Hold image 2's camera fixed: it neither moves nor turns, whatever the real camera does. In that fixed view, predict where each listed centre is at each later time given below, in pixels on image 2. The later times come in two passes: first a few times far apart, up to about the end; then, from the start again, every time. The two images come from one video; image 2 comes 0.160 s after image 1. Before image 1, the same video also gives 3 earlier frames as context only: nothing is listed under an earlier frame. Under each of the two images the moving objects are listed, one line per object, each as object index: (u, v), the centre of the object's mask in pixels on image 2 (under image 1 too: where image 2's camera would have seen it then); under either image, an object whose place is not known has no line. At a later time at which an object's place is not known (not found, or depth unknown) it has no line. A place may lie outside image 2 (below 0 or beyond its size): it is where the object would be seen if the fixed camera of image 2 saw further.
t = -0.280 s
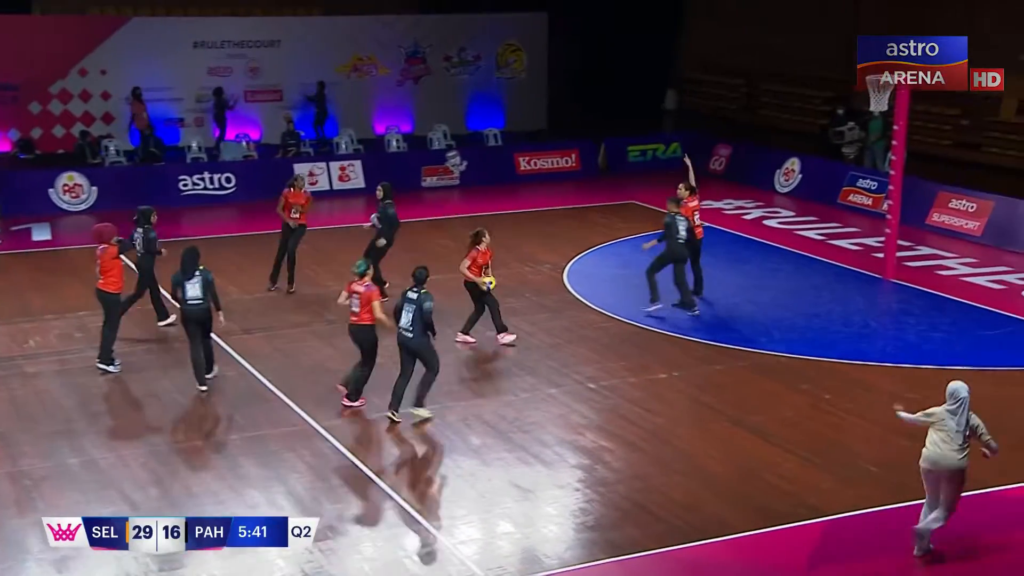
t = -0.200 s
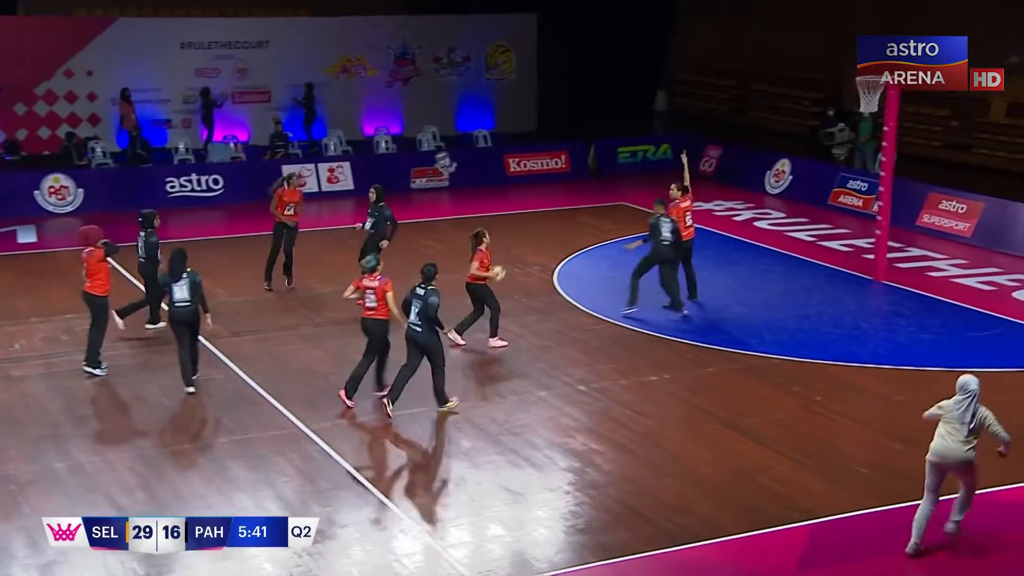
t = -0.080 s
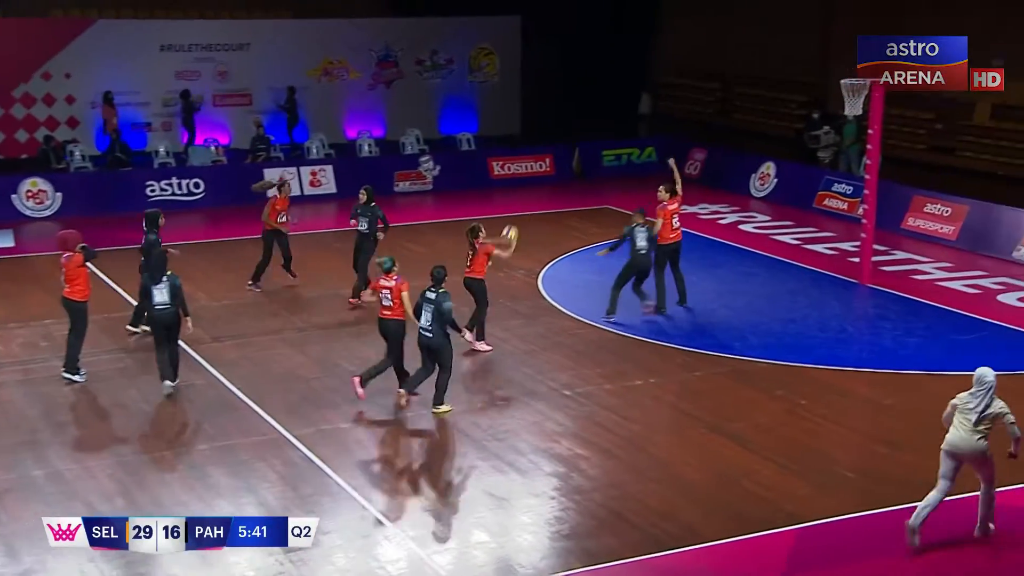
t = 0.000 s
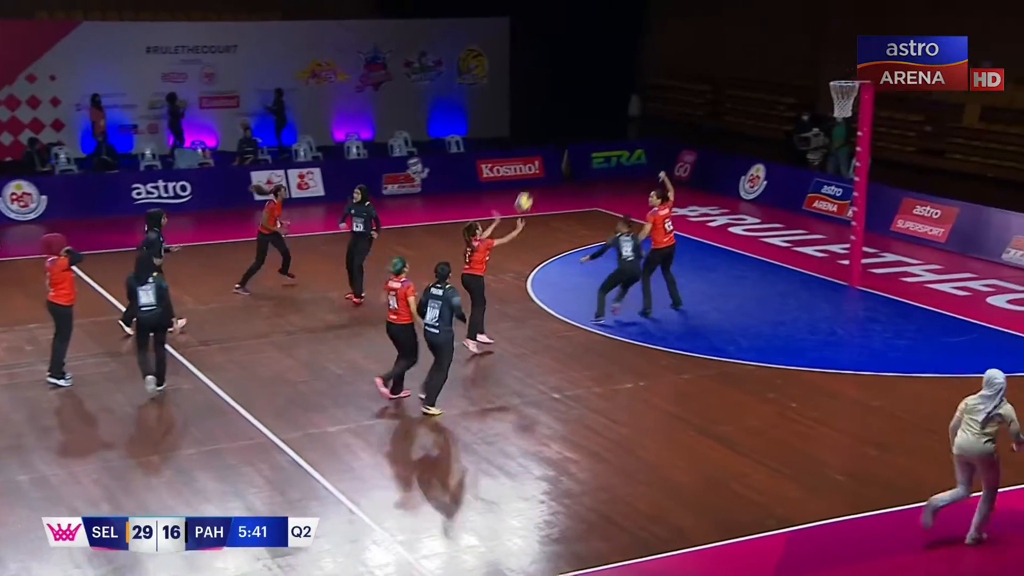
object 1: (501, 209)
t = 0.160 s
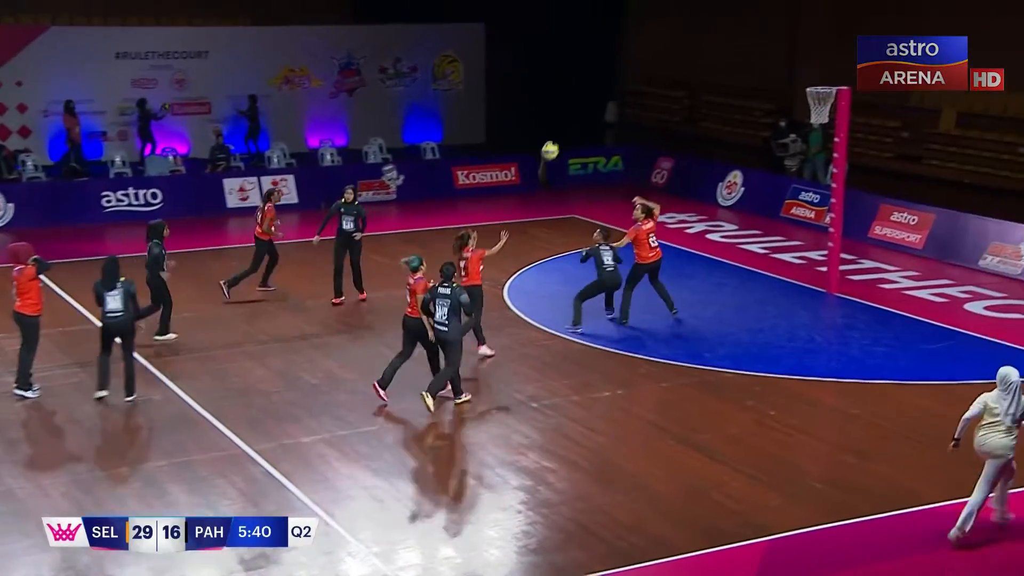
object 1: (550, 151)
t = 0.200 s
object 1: (562, 139)
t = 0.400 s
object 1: (618, 101)
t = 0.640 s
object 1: (681, 95)
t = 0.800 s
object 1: (719, 113)
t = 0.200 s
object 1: (562, 139)
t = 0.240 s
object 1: (574, 129)
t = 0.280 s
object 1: (585, 119)
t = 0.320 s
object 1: (596, 113)
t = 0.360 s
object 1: (607, 106)
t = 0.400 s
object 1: (618, 101)
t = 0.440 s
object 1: (629, 97)
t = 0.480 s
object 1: (640, 95)
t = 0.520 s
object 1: (651, 93)
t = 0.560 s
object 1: (661, 93)
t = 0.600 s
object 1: (671, 93)
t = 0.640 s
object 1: (681, 95)
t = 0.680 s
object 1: (691, 98)
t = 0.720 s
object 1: (700, 102)
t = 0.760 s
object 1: (710, 107)
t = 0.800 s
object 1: (719, 113)
